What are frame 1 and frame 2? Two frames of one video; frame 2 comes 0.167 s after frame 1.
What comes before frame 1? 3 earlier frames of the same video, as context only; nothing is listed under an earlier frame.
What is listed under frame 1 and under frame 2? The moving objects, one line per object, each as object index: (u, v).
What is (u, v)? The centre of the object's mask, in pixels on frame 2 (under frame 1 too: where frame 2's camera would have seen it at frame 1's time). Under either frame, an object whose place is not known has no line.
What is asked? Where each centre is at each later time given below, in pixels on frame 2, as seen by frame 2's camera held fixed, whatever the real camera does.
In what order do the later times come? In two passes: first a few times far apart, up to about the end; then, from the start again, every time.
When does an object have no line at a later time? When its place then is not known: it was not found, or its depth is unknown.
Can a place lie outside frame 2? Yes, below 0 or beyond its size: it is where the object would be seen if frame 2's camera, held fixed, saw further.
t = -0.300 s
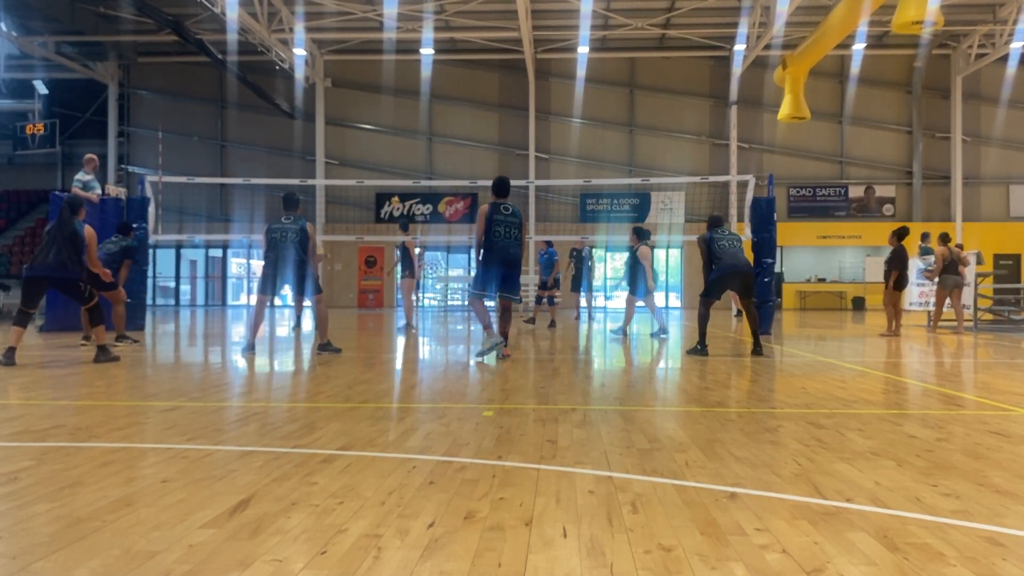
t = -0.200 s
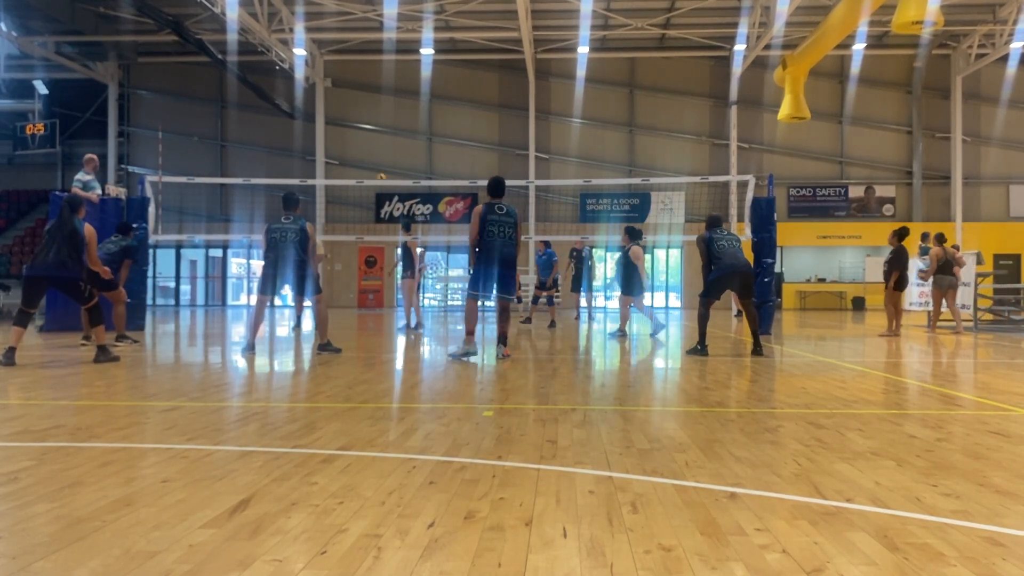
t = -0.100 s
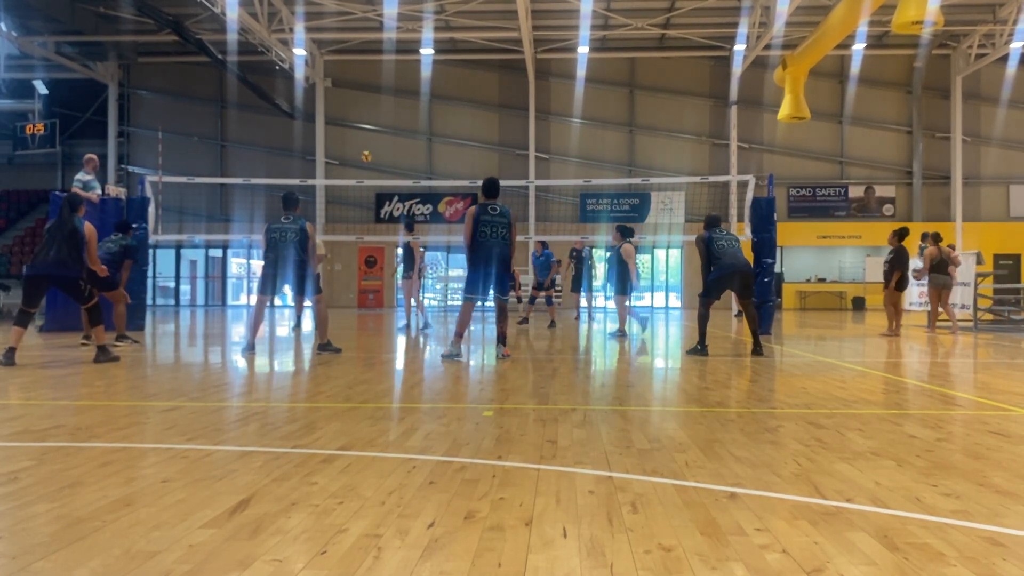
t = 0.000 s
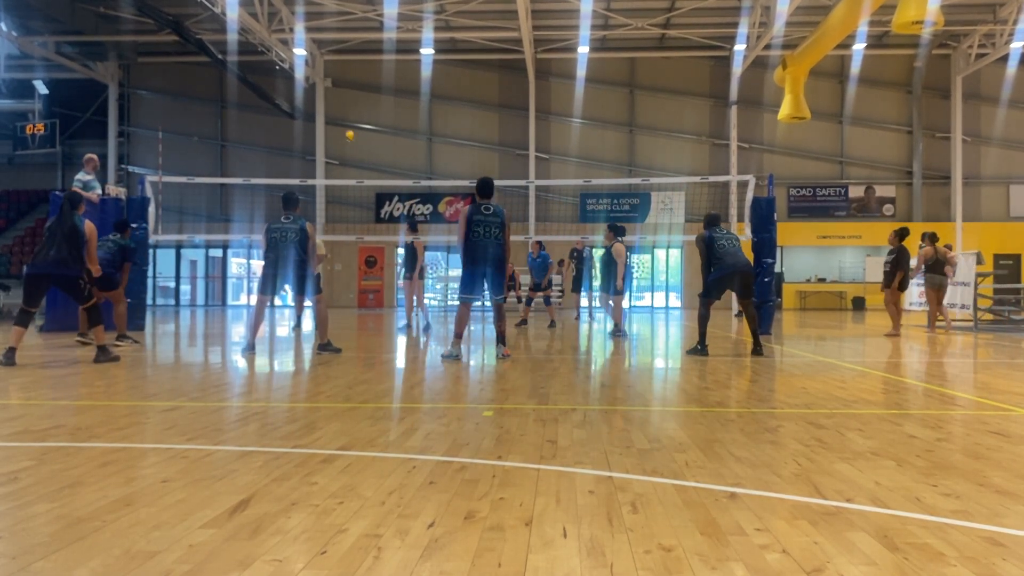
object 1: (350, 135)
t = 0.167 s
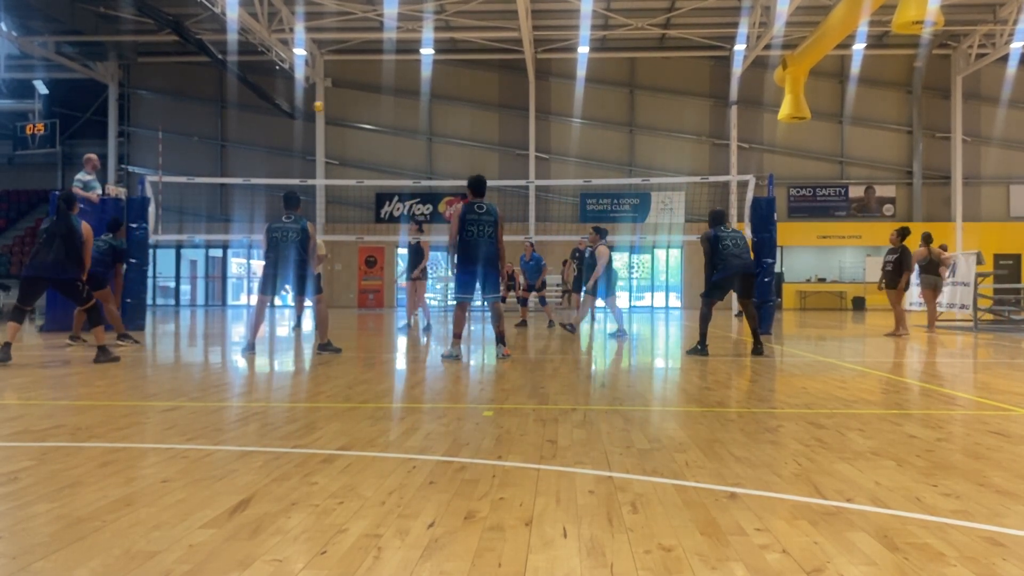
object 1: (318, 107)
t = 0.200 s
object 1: (311, 102)
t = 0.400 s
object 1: (268, 84)
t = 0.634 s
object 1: (201, 91)
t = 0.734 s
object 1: (166, 108)
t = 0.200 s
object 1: (311, 102)
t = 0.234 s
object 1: (306, 98)
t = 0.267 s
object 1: (299, 95)
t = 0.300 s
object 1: (291, 91)
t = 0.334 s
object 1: (283, 88)
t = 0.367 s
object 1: (276, 85)
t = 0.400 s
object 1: (268, 84)
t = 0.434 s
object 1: (260, 82)
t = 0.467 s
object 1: (252, 82)
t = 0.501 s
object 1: (242, 82)
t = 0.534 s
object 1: (232, 83)
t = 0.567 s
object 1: (223, 85)
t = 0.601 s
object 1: (213, 87)
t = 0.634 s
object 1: (201, 91)
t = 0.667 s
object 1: (190, 96)
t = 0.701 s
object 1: (179, 101)
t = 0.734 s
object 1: (166, 108)
